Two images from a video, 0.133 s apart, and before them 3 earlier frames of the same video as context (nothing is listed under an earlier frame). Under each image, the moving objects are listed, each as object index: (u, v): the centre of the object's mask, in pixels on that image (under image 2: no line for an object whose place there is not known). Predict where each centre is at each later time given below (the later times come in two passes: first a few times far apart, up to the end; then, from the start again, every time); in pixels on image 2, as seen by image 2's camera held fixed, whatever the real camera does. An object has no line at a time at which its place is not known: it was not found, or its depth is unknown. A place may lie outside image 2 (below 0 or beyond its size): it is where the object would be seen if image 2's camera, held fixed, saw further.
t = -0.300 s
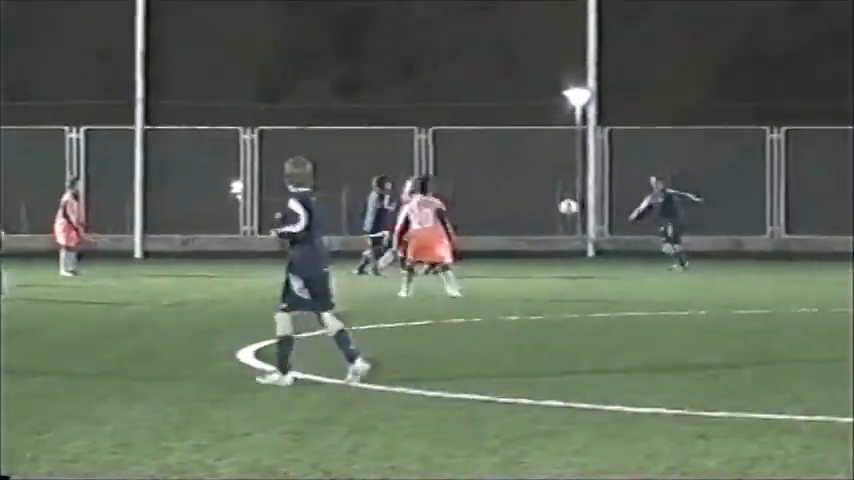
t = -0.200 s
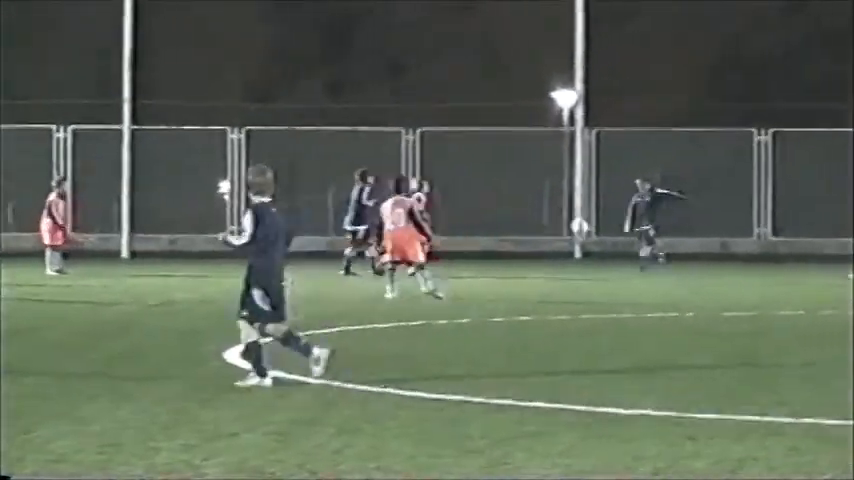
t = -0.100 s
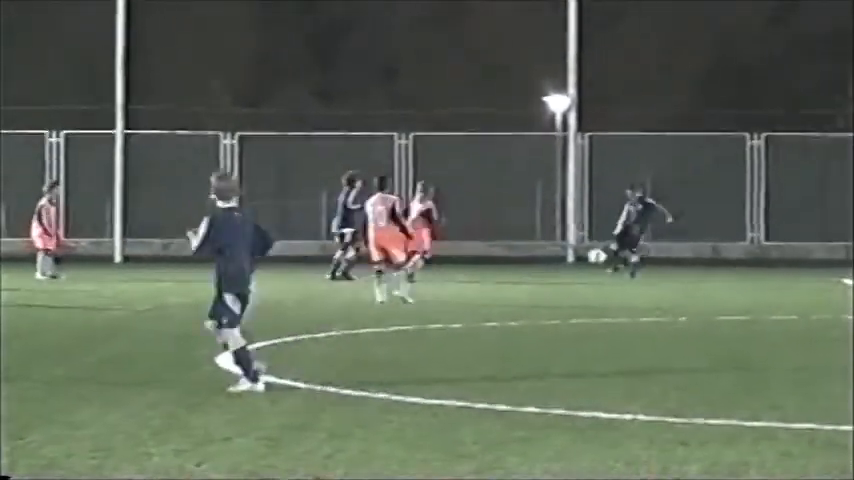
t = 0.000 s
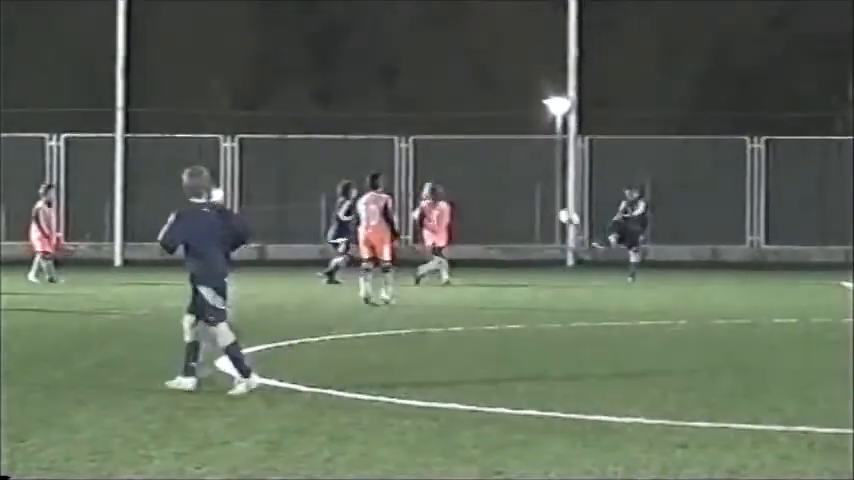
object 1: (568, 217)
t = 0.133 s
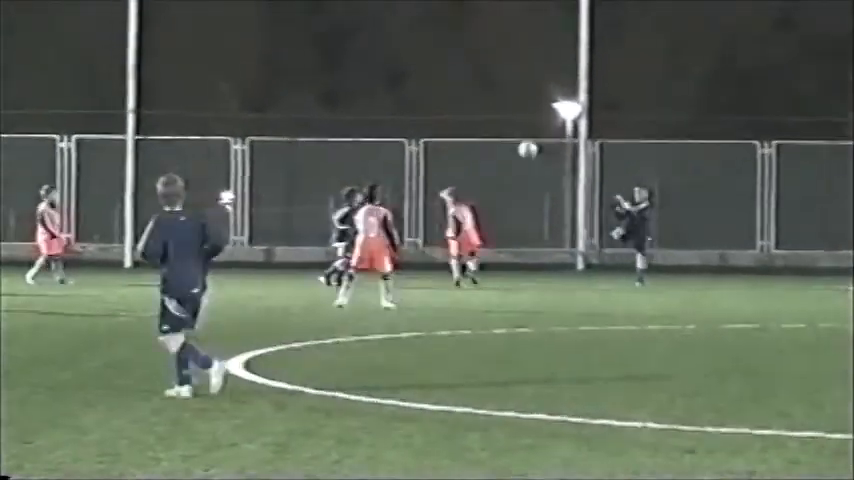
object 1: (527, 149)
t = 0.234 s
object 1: (489, 102)
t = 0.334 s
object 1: (456, 61)
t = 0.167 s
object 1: (514, 132)
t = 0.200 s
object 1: (502, 118)
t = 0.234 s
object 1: (489, 102)
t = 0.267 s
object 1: (477, 88)
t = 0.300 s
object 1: (464, 74)
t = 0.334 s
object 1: (456, 61)
